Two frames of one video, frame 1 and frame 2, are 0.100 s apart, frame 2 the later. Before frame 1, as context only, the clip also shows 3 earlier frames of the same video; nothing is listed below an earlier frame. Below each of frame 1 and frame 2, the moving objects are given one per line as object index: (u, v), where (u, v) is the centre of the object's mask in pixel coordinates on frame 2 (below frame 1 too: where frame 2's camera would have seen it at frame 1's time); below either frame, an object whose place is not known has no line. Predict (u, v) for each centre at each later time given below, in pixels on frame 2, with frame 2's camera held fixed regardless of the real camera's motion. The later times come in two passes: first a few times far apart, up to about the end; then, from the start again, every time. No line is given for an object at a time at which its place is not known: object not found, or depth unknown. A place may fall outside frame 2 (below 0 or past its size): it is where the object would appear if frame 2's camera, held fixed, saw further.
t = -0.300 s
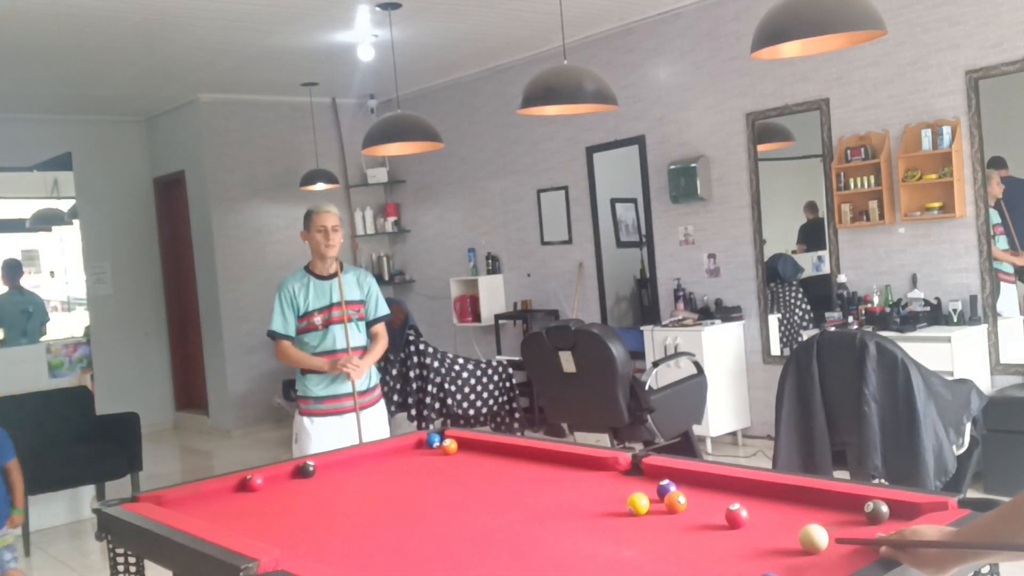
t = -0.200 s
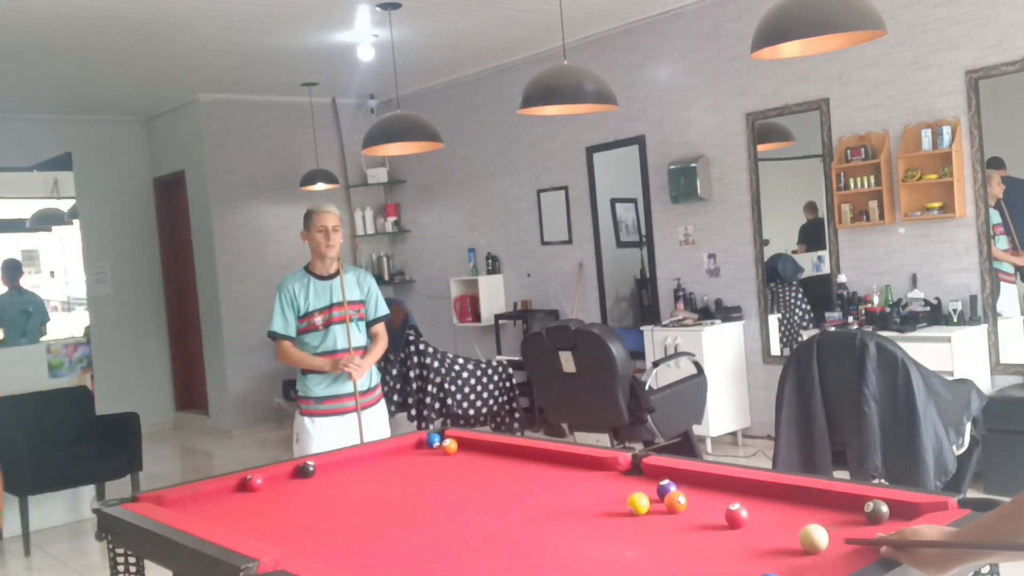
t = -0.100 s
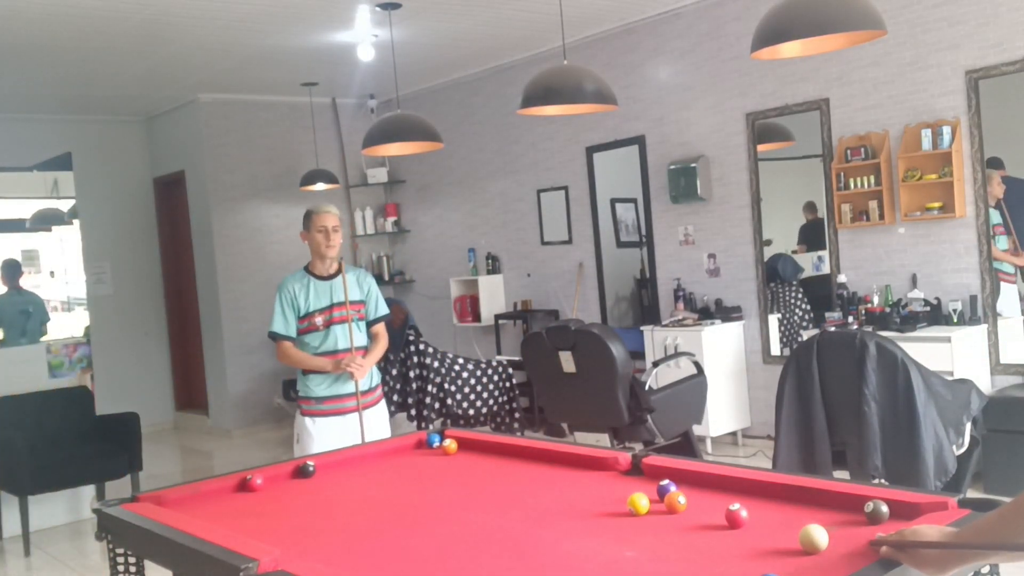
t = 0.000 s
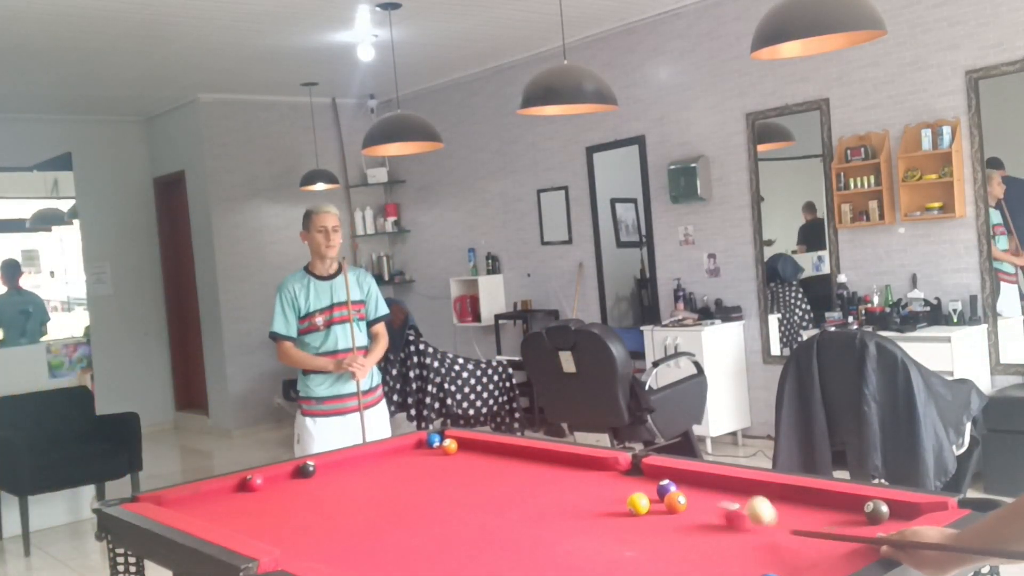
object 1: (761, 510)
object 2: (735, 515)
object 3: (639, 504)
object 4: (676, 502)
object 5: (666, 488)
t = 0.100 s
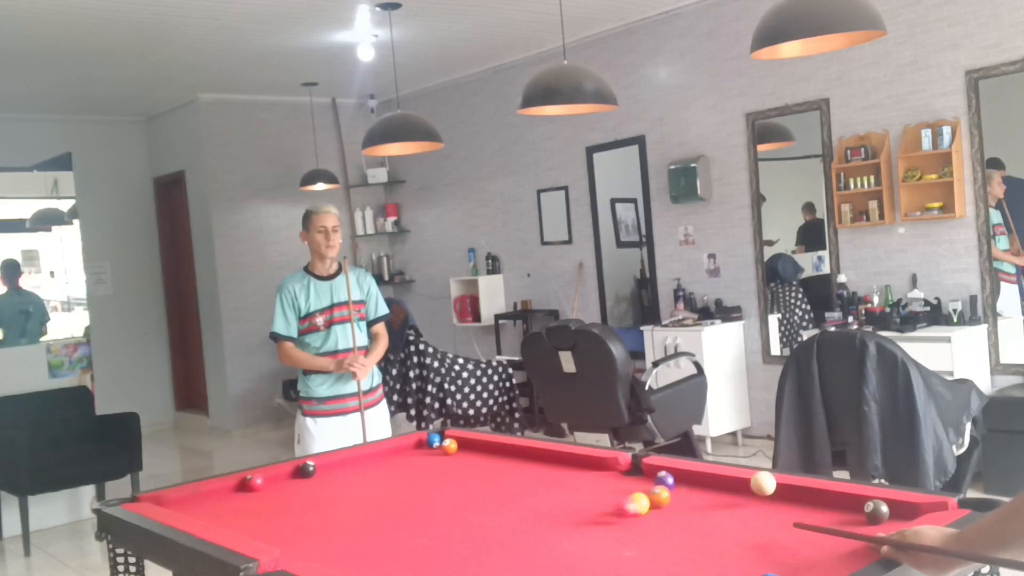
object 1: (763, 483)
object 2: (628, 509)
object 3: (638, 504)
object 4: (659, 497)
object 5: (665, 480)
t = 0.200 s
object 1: (730, 495)
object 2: (547, 521)
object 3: (638, 504)
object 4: (643, 492)
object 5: (633, 476)
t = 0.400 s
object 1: (642, 510)
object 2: (408, 529)
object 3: (626, 500)
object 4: (605, 497)
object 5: (544, 484)
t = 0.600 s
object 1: (570, 528)
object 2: (281, 538)
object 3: (597, 498)
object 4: (571, 497)
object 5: (461, 491)
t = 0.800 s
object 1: (494, 547)
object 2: (265, 522)
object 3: (568, 494)
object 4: (541, 497)
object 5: (381, 498)
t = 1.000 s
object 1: (414, 566)
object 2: (281, 503)
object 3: (543, 490)
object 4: (513, 496)
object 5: (302, 504)
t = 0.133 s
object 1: (762, 484)
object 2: (600, 515)
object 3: (639, 504)
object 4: (655, 495)
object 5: (663, 476)
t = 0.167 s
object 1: (746, 488)
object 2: (571, 516)
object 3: (639, 504)
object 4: (650, 494)
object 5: (651, 474)
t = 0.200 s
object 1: (730, 495)
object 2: (547, 521)
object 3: (638, 504)
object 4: (643, 492)
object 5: (633, 476)
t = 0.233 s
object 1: (714, 496)
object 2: (521, 520)
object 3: (639, 504)
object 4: (633, 492)
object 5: (616, 477)
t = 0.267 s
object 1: (697, 500)
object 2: (496, 524)
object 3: (639, 504)
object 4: (626, 495)
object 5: (602, 479)
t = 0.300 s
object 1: (681, 502)
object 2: (474, 525)
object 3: (639, 504)
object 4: (622, 497)
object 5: (587, 480)
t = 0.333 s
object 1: (664, 504)
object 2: (455, 527)
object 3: (638, 504)
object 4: (617, 497)
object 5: (573, 481)
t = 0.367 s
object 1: (652, 507)
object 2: (429, 528)
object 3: (633, 502)
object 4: (611, 497)
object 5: (559, 483)
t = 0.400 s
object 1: (642, 510)
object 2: (408, 529)
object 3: (626, 500)
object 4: (605, 497)
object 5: (544, 484)
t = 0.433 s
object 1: (630, 513)
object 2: (387, 532)
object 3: (621, 498)
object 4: (599, 497)
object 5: (530, 484)
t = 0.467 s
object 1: (618, 516)
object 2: (363, 531)
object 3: (617, 498)
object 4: (593, 497)
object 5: (517, 486)
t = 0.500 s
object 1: (606, 519)
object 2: (344, 533)
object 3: (612, 499)
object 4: (588, 497)
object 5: (502, 487)
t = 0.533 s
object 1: (594, 522)
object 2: (323, 536)
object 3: (606, 499)
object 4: (582, 497)
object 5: (489, 488)
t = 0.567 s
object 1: (582, 525)
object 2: (301, 535)
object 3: (601, 499)
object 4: (577, 497)
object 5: (475, 490)
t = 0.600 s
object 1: (570, 528)
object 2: (281, 538)
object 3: (597, 498)
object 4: (571, 497)
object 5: (461, 491)
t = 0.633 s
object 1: (558, 531)
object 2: (260, 535)
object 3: (591, 497)
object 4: (566, 497)
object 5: (448, 492)
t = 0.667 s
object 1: (545, 534)
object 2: (252, 534)
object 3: (587, 496)
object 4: (561, 497)
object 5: (434, 493)
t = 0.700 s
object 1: (533, 537)
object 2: (255, 531)
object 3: (582, 496)
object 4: (556, 497)
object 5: (421, 495)
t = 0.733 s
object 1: (520, 541)
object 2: (259, 529)
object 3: (578, 495)
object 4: (551, 497)
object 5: (407, 495)
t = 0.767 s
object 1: (507, 544)
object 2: (262, 526)
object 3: (573, 494)
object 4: (546, 497)
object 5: (393, 496)
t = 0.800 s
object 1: (494, 547)
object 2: (265, 522)
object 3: (568, 494)
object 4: (541, 497)
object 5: (381, 498)
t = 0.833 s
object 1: (481, 550)
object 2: (268, 519)
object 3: (564, 493)
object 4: (536, 497)
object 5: (367, 499)
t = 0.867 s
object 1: (468, 554)
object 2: (271, 515)
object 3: (560, 493)
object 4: (532, 497)
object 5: (354, 500)
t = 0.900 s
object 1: (455, 557)
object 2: (273, 512)
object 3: (555, 492)
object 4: (528, 497)
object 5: (341, 501)
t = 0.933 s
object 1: (442, 560)
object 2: (277, 509)
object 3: (551, 491)
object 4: (523, 497)
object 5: (328, 502)
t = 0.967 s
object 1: (428, 564)
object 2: (278, 506)
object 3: (547, 491)
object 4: (518, 497)
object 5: (314, 503)
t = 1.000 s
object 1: (414, 566)
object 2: (281, 503)
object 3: (543, 490)
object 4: (513, 496)
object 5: (302, 504)
